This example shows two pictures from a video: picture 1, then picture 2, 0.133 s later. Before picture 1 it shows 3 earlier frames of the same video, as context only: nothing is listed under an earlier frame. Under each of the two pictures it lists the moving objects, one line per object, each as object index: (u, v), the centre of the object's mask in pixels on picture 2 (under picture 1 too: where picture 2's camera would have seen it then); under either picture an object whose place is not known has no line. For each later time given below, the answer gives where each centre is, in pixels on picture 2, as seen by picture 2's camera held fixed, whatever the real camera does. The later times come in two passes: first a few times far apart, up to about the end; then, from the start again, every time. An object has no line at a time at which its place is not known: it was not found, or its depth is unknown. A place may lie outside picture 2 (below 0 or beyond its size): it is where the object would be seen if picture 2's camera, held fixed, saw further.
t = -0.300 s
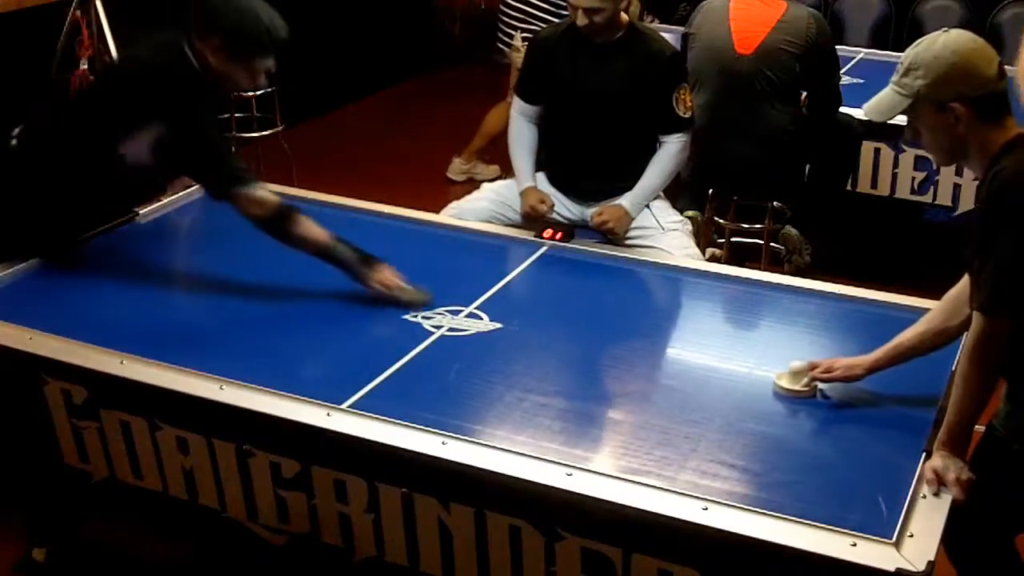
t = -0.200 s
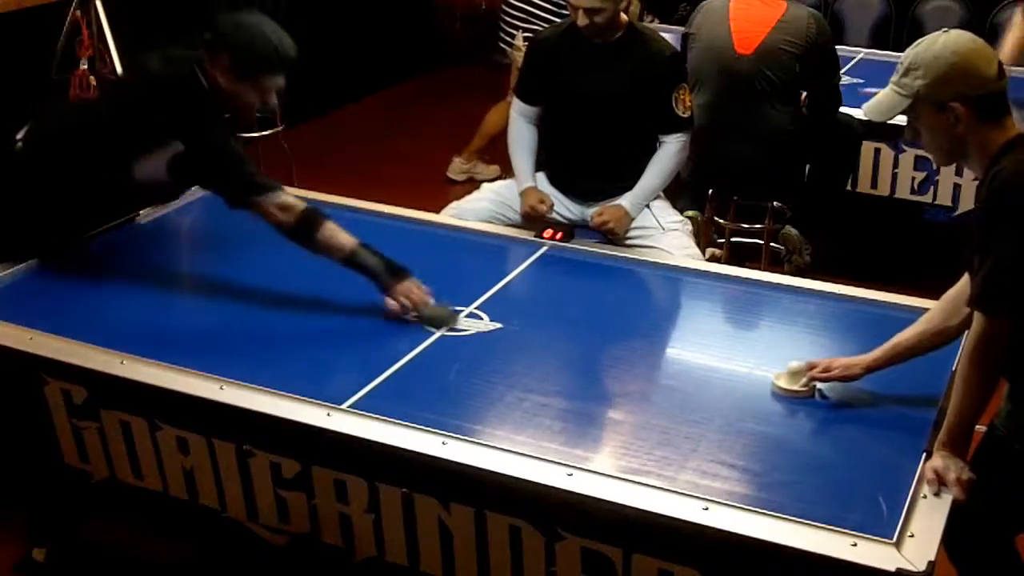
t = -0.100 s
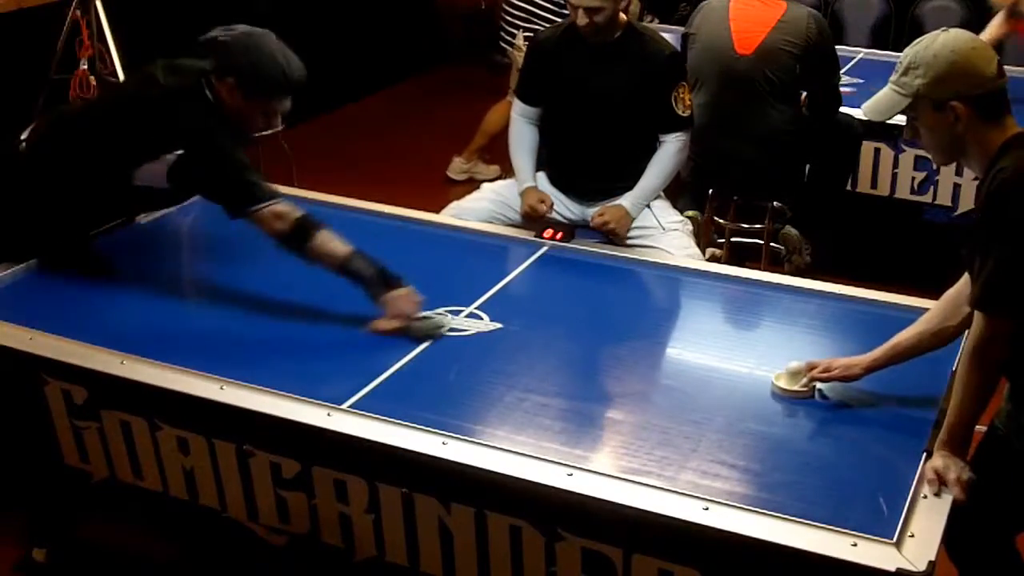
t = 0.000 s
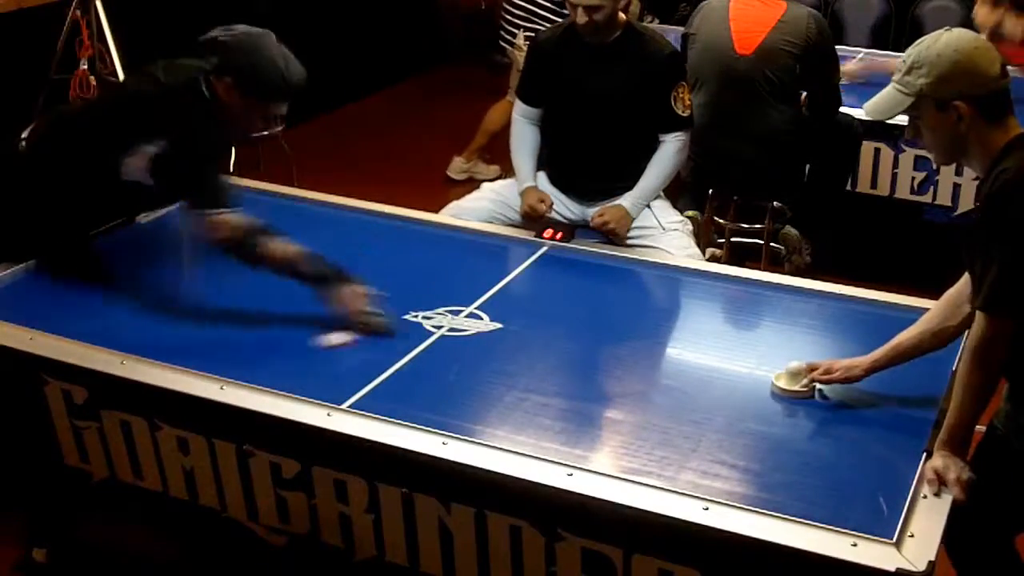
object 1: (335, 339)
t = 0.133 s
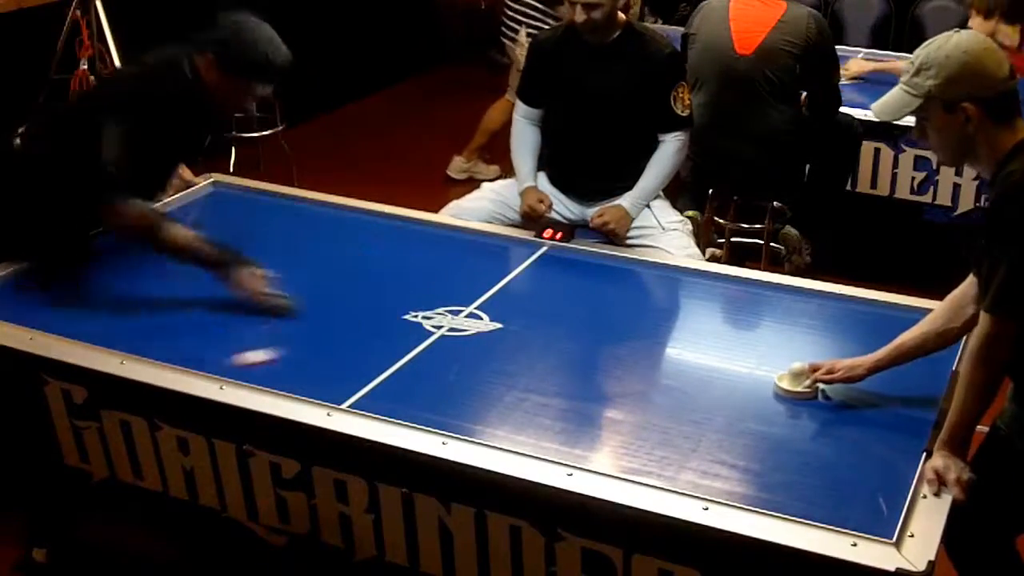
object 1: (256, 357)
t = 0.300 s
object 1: (206, 348)
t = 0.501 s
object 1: (212, 305)
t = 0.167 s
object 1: (236, 361)
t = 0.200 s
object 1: (215, 365)
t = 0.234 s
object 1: (205, 363)
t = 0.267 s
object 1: (204, 356)
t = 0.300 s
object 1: (206, 348)
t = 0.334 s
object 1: (206, 340)
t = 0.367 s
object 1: (207, 333)
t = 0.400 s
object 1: (208, 326)
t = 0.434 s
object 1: (209, 319)
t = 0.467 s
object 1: (211, 312)
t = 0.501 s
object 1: (212, 305)
